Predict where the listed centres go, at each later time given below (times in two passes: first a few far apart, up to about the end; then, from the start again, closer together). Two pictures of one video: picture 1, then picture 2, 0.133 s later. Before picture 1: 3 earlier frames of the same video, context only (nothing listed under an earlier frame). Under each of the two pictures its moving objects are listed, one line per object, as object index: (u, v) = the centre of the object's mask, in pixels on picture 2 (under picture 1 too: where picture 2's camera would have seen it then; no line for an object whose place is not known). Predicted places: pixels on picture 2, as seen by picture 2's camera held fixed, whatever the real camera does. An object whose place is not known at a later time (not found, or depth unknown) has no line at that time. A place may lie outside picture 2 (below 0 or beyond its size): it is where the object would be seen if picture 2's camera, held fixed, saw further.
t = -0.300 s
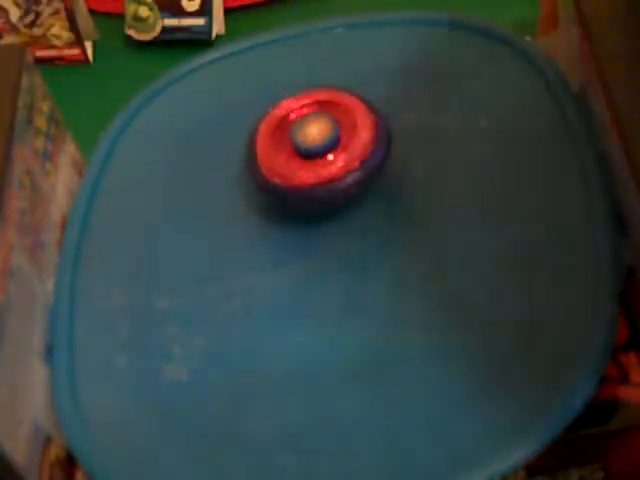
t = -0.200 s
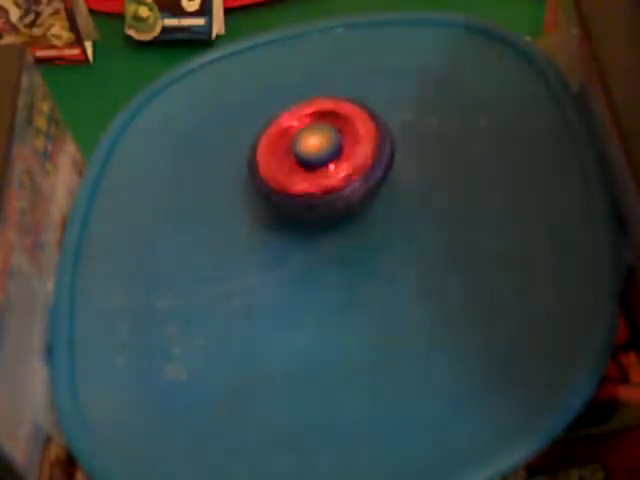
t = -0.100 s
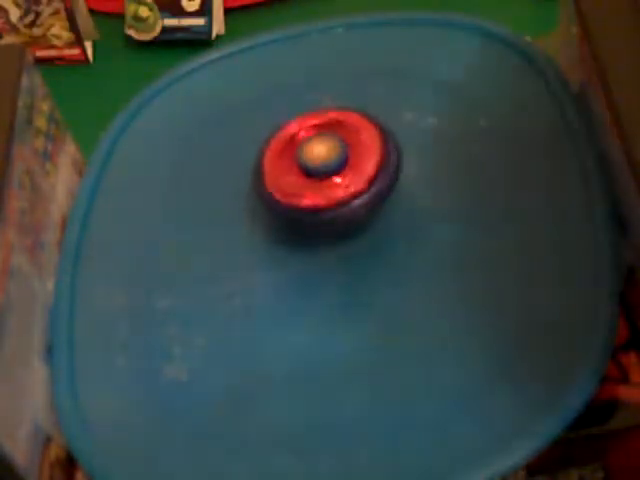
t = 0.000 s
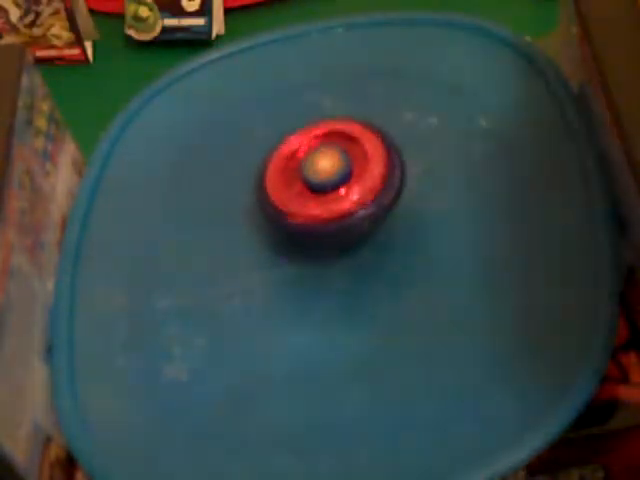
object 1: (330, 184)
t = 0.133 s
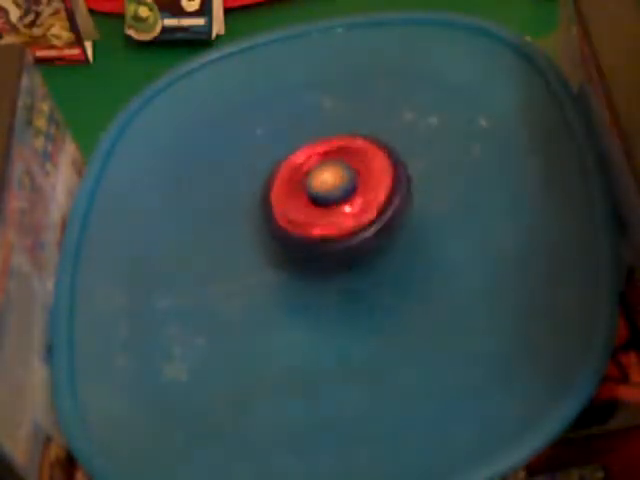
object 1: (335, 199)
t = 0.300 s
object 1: (336, 207)
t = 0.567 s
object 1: (314, 224)
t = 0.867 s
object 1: (306, 208)
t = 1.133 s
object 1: (302, 198)
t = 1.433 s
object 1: (322, 190)
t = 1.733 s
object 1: (316, 200)
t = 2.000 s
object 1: (318, 215)
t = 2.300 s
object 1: (311, 212)
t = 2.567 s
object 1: (312, 208)
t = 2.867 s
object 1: (319, 207)
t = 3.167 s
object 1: (318, 209)
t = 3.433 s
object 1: (314, 209)
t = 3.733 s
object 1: (316, 205)
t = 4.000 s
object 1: (316, 204)
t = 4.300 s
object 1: (318, 204)
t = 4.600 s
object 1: (318, 203)
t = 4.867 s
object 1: (317, 204)
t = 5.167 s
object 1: (317, 204)
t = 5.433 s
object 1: (317, 204)
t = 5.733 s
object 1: (318, 204)
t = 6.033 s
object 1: (318, 204)
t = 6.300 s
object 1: (318, 204)
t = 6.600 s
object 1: (318, 204)
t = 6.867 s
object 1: (318, 204)
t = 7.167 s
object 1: (318, 204)
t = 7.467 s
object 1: (318, 204)
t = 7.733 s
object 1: (318, 204)
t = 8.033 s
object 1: (318, 204)
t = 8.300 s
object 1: (318, 204)
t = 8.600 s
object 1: (318, 204)
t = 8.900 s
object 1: (318, 204)
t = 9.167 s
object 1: (318, 204)
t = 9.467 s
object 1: (318, 204)
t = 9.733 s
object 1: (318, 204)
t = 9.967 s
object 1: (318, 204)
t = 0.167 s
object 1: (336, 203)
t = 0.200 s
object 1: (338, 204)
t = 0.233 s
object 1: (339, 206)
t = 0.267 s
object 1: (337, 207)
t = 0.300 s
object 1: (336, 207)
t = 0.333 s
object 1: (332, 208)
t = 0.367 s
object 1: (326, 210)
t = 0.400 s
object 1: (326, 214)
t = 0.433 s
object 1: (321, 215)
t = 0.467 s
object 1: (319, 216)
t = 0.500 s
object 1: (318, 219)
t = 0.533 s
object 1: (315, 223)
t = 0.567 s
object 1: (314, 224)
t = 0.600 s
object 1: (313, 225)
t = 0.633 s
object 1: (312, 223)
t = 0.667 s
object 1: (312, 217)
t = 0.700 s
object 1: (310, 220)
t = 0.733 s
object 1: (310, 212)
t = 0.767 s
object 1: (310, 213)
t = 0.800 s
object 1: (308, 207)
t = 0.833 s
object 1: (307, 206)
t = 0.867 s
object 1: (306, 208)
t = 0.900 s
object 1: (302, 203)
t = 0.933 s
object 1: (306, 203)
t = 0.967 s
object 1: (306, 200)
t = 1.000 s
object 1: (302, 199)
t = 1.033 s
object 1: (303, 198)
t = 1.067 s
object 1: (301, 199)
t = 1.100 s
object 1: (300, 198)
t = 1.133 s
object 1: (302, 198)
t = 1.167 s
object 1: (303, 198)
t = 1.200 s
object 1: (302, 197)
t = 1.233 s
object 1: (307, 196)
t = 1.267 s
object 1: (312, 195)
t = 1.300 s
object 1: (313, 194)
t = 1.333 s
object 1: (319, 193)
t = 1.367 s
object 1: (325, 189)
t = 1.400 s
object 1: (320, 191)
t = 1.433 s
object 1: (322, 190)
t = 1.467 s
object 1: (323, 193)
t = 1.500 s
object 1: (322, 191)
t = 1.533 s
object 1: (322, 191)
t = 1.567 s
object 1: (323, 192)
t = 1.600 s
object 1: (321, 192)
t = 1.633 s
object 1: (319, 193)
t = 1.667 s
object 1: (320, 195)
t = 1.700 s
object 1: (318, 195)
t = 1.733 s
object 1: (316, 200)
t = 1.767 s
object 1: (315, 201)
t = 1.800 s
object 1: (320, 206)
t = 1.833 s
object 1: (316, 204)
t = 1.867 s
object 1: (311, 207)
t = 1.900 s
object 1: (313, 206)
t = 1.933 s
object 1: (316, 213)
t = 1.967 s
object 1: (316, 216)
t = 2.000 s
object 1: (318, 215)
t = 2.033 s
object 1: (320, 215)
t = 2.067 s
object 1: (321, 215)
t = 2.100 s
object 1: (320, 213)
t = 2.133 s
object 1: (321, 212)
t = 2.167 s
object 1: (320, 212)
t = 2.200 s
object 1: (317, 212)
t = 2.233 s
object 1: (313, 210)
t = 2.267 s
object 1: (312, 210)
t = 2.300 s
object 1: (311, 212)
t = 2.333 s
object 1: (310, 213)
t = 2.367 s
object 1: (310, 214)
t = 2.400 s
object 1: (313, 213)
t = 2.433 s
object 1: (315, 212)
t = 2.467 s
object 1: (313, 211)
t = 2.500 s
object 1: (312, 210)
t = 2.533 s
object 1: (312, 209)
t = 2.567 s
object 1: (312, 208)
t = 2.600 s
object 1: (311, 209)
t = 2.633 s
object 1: (311, 209)
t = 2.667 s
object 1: (312, 209)
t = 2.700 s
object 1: (314, 209)
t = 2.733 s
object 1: (316, 209)
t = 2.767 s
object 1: (316, 209)
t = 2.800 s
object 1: (317, 209)
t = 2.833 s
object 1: (317, 208)
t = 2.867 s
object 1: (319, 207)
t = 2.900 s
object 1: (320, 207)
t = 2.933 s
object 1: (319, 207)
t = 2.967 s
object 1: (318, 208)
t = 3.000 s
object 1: (318, 209)
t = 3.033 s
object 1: (319, 209)
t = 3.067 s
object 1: (320, 211)
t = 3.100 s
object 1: (320, 210)
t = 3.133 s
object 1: (319, 211)
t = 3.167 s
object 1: (318, 209)
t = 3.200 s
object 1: (317, 210)
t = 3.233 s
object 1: (317, 209)
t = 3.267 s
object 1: (317, 210)
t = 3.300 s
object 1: (316, 209)
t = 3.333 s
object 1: (316, 210)
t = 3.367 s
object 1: (315, 210)
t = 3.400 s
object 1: (315, 207)
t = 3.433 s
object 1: (314, 209)
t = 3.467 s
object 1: (314, 208)
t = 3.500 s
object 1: (316, 208)
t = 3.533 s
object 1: (315, 208)
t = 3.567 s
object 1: (315, 208)
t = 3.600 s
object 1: (315, 208)
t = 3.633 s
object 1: (315, 207)
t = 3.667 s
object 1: (314, 207)
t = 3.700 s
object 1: (315, 205)
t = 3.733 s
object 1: (316, 205)
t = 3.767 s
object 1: (316, 206)
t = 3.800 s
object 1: (315, 206)
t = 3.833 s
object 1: (316, 202)
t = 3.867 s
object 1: (315, 206)
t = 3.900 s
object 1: (315, 206)
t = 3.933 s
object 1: (315, 203)
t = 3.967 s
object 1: (316, 202)
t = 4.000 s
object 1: (316, 204)
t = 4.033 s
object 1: (317, 202)
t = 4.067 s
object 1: (317, 203)
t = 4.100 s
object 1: (316, 202)
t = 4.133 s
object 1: (316, 204)
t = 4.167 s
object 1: (318, 203)
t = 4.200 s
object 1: (318, 202)
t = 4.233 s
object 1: (318, 204)
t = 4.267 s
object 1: (318, 200)
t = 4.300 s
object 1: (318, 204)
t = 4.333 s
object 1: (317, 204)
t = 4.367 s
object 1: (317, 204)
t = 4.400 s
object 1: (317, 203)
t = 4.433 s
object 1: (318, 204)
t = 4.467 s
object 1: (319, 202)
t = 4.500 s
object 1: (318, 203)
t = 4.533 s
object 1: (318, 204)
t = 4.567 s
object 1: (318, 203)
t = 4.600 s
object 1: (318, 203)
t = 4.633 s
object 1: (317, 204)
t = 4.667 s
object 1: (318, 203)
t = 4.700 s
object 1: (318, 204)
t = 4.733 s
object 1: (317, 204)
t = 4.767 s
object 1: (317, 203)
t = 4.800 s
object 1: (317, 204)
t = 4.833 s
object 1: (317, 204)
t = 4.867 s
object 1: (317, 204)
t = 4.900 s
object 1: (317, 204)
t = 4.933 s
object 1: (317, 205)
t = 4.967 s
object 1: (318, 204)
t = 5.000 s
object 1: (317, 204)
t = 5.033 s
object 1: (317, 204)
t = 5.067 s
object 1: (317, 204)
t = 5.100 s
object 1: (317, 204)
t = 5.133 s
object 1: (317, 204)
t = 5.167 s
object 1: (317, 204)
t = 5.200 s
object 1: (317, 204)
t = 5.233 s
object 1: (317, 204)
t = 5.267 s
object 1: (317, 204)
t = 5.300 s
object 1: (317, 204)
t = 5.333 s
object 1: (317, 204)
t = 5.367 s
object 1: (317, 204)
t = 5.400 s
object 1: (317, 204)
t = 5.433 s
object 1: (317, 204)
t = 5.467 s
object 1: (318, 204)
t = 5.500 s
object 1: (317, 204)
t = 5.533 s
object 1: (317, 204)
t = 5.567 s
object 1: (318, 203)
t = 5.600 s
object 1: (318, 203)
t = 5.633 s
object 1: (317, 204)
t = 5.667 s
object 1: (318, 204)
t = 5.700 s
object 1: (318, 204)
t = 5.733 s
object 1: (318, 204)
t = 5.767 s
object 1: (318, 204)
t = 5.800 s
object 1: (318, 204)
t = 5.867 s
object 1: (318, 204)
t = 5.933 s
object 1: (318, 204)
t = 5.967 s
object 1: (318, 204)
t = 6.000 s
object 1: (318, 204)
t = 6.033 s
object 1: (318, 204)
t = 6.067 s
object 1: (318, 204)
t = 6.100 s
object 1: (318, 204)
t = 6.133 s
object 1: (318, 204)
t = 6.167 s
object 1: (318, 204)
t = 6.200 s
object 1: (318, 204)
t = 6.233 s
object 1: (318, 204)
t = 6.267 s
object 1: (318, 204)
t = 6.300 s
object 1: (318, 204)
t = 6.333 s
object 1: (318, 204)
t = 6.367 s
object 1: (318, 204)
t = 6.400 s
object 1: (318, 204)
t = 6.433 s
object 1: (318, 204)
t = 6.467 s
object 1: (318, 204)
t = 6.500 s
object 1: (318, 204)
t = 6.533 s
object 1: (318, 204)
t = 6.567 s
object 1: (318, 204)
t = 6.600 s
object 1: (318, 204)
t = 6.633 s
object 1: (318, 204)
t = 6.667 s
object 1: (318, 204)
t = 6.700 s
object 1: (318, 204)
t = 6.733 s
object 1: (318, 204)
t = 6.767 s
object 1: (318, 204)
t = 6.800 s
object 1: (318, 204)
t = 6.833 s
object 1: (318, 204)
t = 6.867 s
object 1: (318, 204)
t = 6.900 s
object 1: (318, 204)
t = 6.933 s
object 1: (318, 204)
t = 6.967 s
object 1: (318, 204)
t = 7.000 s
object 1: (318, 204)
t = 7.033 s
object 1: (318, 204)
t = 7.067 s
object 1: (318, 204)
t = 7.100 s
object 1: (318, 204)
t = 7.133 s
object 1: (318, 204)
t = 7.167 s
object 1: (318, 204)
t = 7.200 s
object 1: (318, 204)
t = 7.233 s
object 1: (318, 204)
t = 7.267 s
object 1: (318, 204)
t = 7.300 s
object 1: (318, 204)
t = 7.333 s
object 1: (318, 204)
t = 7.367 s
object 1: (318, 204)
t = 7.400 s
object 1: (318, 204)
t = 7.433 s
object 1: (318, 204)
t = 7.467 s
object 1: (318, 204)
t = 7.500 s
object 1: (318, 204)
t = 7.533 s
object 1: (318, 204)
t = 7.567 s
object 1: (318, 204)
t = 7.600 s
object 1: (318, 204)
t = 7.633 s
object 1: (318, 204)
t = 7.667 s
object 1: (318, 204)
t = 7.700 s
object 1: (318, 204)
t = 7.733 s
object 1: (318, 204)
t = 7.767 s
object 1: (318, 204)
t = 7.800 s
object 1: (318, 204)
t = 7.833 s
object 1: (318, 204)
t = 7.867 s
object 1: (318, 204)
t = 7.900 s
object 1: (318, 204)
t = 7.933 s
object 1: (318, 204)
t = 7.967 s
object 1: (318, 204)
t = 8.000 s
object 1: (318, 204)
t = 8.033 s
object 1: (318, 204)
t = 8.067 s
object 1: (318, 204)
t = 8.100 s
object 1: (318, 204)
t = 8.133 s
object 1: (318, 204)
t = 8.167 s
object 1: (318, 204)
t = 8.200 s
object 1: (318, 204)
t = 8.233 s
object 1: (318, 204)
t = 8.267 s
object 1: (318, 204)
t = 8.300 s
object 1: (318, 204)
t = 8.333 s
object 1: (318, 204)
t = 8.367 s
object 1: (318, 204)
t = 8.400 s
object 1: (318, 204)
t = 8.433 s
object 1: (318, 204)
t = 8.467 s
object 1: (318, 204)
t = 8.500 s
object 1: (318, 204)
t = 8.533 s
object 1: (318, 204)
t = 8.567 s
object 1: (318, 204)
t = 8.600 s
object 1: (318, 204)
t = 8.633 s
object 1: (318, 204)
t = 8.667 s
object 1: (318, 204)
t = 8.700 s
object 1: (318, 204)
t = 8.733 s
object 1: (318, 204)
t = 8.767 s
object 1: (318, 204)
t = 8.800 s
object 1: (318, 204)
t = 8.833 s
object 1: (318, 204)
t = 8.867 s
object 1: (318, 204)
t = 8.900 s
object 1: (318, 204)
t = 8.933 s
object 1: (318, 204)
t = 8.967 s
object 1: (318, 204)
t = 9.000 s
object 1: (318, 204)
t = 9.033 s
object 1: (318, 204)
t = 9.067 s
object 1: (318, 204)
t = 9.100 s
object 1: (318, 204)
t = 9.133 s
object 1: (318, 204)
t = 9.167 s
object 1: (318, 204)
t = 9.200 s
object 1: (318, 204)
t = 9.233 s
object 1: (318, 204)
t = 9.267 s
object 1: (318, 204)
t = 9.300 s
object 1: (318, 204)
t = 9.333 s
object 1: (318, 204)
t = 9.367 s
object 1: (318, 204)
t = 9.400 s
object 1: (318, 204)
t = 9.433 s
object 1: (318, 204)
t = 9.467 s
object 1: (318, 204)
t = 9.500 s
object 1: (318, 204)
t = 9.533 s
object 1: (318, 204)
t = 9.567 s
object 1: (318, 204)
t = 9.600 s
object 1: (318, 204)
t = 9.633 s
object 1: (318, 204)
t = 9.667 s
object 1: (318, 204)
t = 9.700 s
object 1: (318, 204)
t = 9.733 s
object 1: (318, 204)
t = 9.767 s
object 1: (318, 204)
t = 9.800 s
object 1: (318, 204)
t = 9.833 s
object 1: (318, 204)
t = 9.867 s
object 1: (318, 204)
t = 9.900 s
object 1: (318, 204)
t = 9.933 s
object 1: (318, 204)
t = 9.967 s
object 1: (318, 204)
